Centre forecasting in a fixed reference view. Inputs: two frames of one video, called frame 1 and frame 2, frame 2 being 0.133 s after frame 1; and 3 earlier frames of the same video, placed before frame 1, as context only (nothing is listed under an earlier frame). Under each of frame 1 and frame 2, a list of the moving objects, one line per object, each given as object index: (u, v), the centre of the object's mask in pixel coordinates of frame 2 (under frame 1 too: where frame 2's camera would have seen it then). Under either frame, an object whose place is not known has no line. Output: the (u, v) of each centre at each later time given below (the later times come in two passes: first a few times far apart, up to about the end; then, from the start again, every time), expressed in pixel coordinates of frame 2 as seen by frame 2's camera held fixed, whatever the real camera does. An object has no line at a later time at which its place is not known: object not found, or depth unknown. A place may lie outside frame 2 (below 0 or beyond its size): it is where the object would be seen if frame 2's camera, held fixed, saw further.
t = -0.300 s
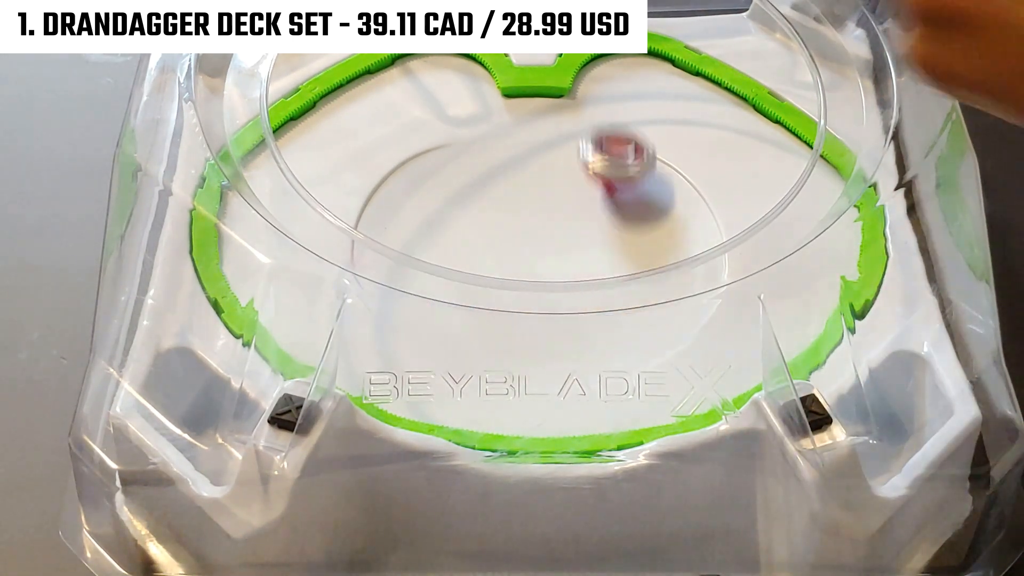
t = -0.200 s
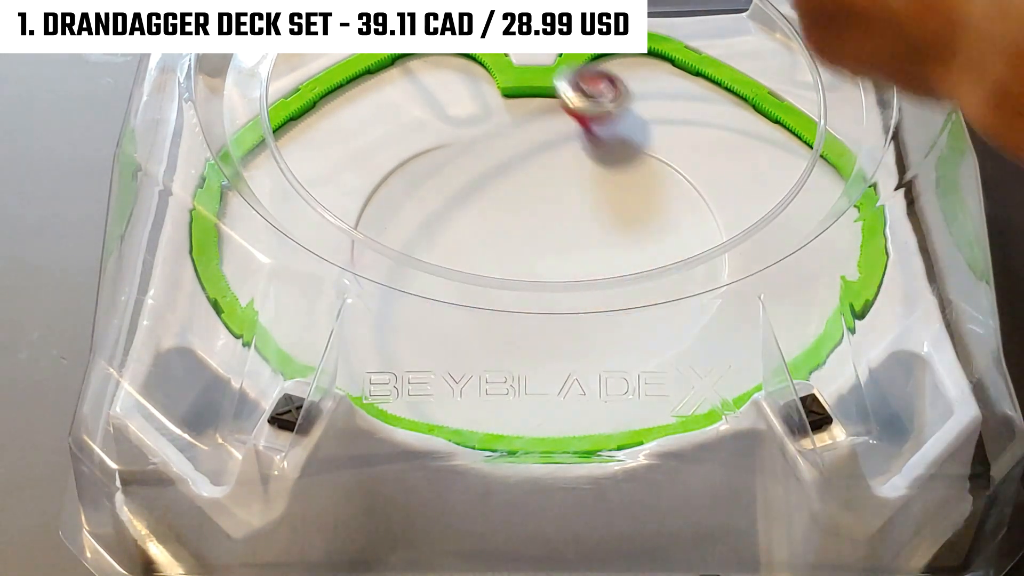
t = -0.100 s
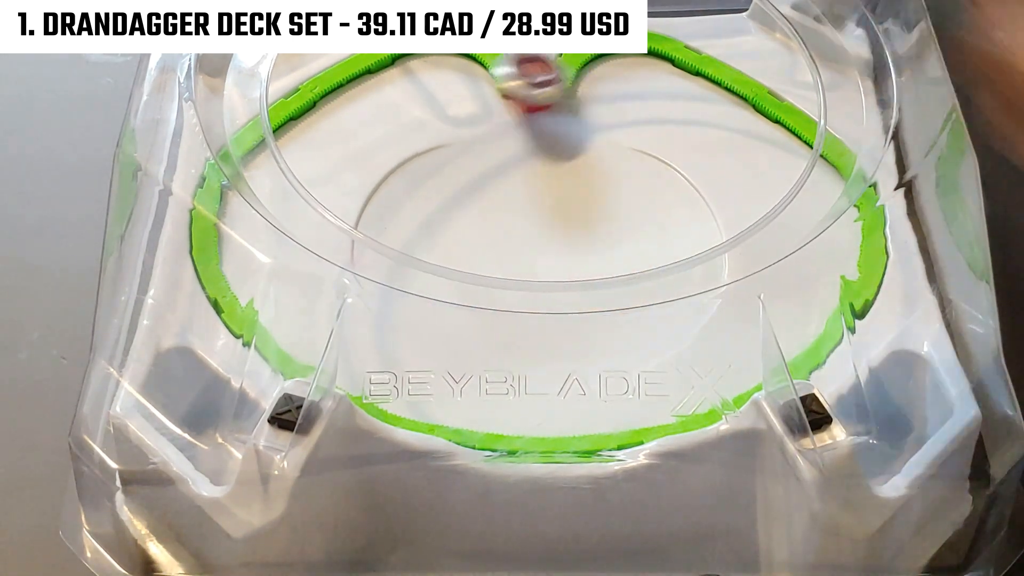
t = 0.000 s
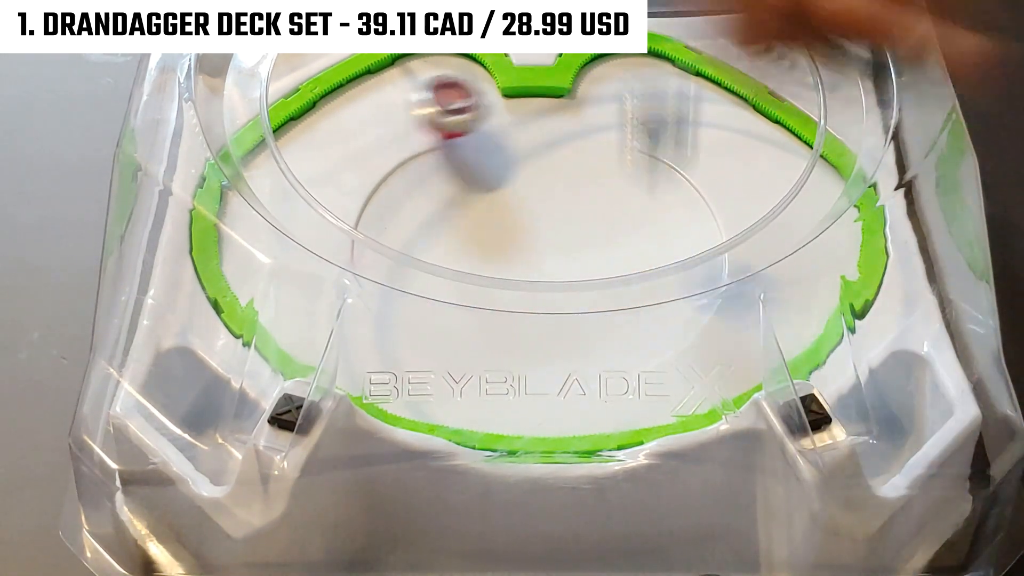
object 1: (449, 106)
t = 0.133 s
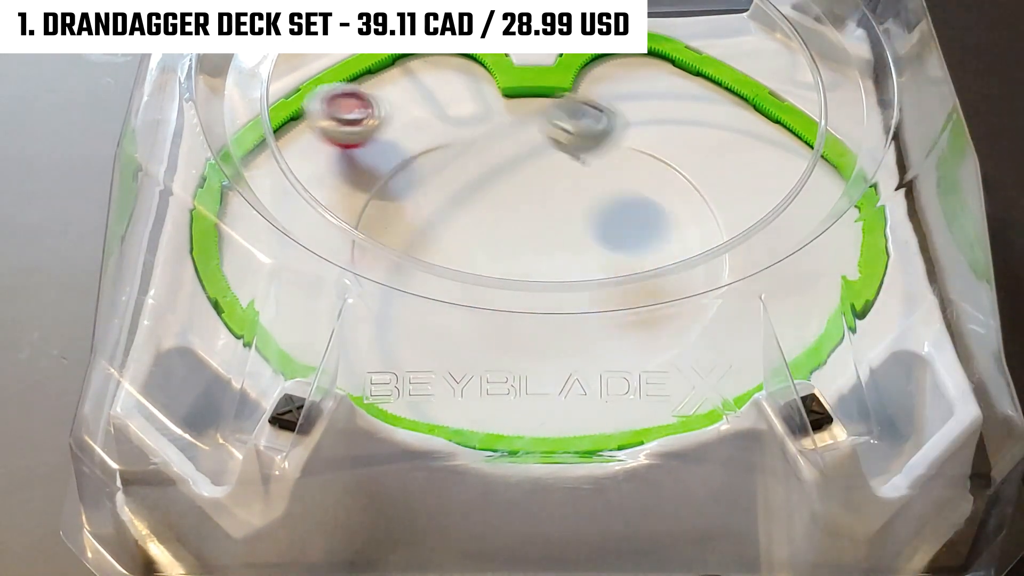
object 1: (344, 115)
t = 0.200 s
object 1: (307, 110)
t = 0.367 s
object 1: (303, 311)
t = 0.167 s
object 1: (324, 113)
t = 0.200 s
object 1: (307, 110)
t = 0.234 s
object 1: (294, 108)
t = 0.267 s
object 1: (292, 142)
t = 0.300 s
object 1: (272, 194)
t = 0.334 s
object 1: (245, 252)
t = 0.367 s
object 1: (303, 311)
